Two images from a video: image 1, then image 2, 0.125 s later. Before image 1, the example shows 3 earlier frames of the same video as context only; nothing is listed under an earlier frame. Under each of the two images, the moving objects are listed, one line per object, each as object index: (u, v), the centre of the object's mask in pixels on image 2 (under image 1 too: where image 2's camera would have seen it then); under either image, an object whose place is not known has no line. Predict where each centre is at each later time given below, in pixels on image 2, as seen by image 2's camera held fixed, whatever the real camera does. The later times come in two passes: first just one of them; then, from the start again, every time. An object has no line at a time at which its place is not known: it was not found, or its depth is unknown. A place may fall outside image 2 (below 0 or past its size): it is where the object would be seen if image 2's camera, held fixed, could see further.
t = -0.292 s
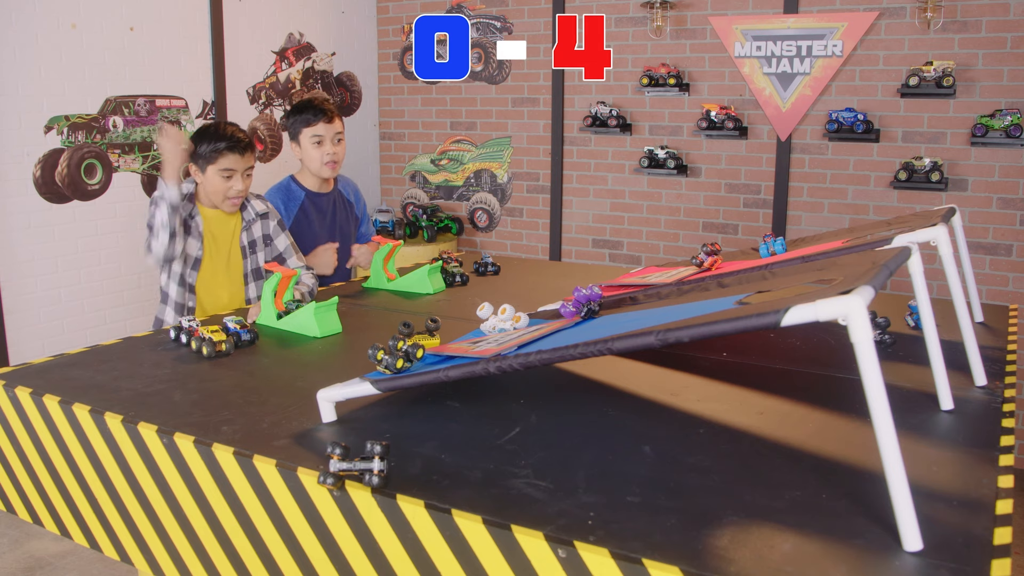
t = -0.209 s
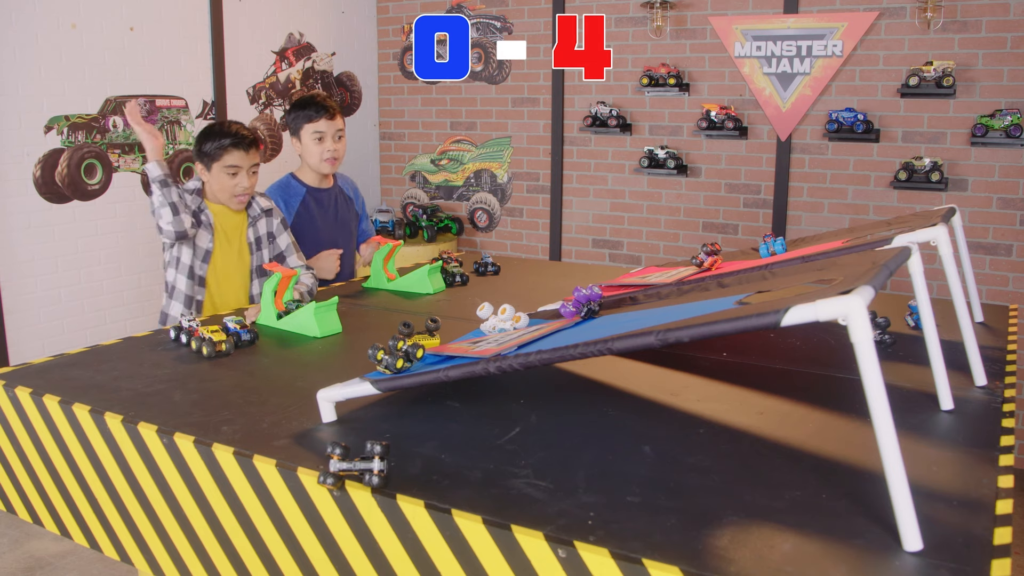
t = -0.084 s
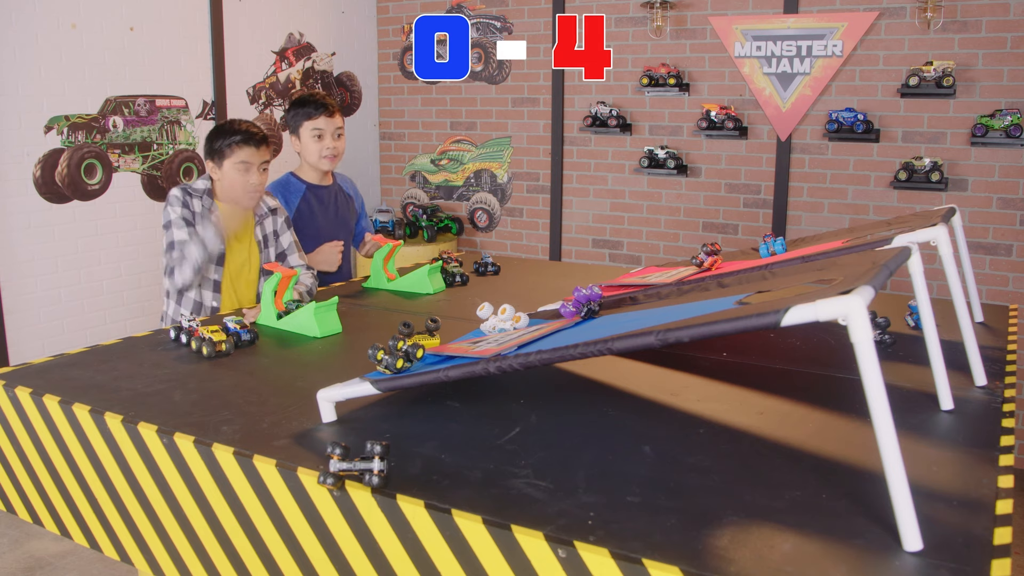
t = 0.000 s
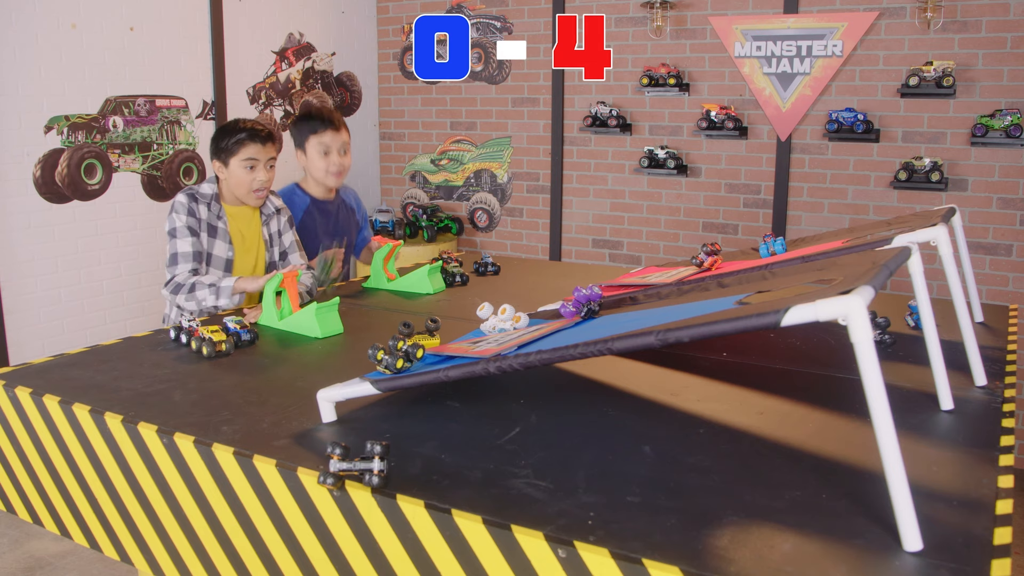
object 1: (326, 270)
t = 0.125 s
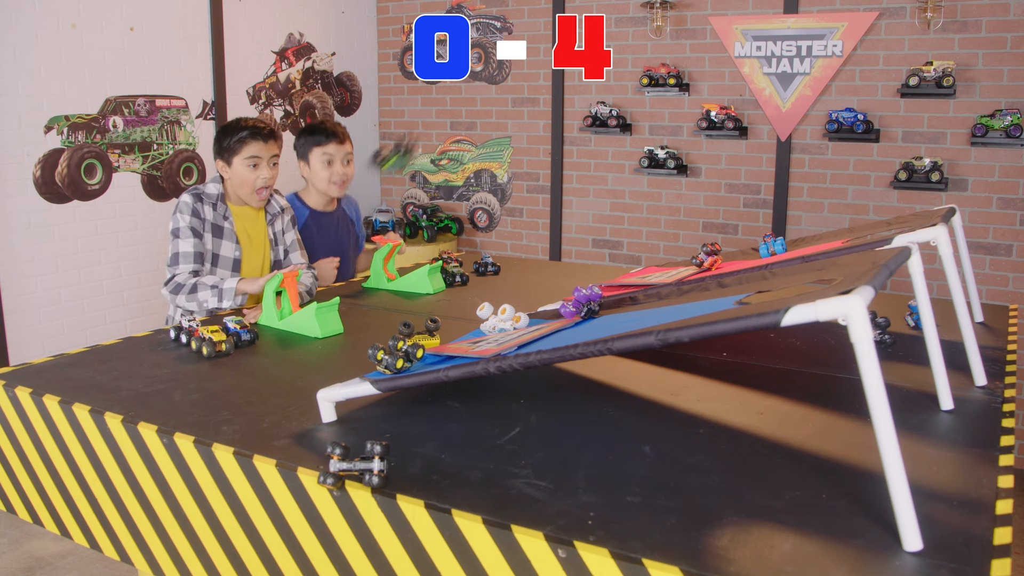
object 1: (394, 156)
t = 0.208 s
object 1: (447, 107)
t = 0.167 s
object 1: (420, 129)
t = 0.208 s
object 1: (447, 107)
